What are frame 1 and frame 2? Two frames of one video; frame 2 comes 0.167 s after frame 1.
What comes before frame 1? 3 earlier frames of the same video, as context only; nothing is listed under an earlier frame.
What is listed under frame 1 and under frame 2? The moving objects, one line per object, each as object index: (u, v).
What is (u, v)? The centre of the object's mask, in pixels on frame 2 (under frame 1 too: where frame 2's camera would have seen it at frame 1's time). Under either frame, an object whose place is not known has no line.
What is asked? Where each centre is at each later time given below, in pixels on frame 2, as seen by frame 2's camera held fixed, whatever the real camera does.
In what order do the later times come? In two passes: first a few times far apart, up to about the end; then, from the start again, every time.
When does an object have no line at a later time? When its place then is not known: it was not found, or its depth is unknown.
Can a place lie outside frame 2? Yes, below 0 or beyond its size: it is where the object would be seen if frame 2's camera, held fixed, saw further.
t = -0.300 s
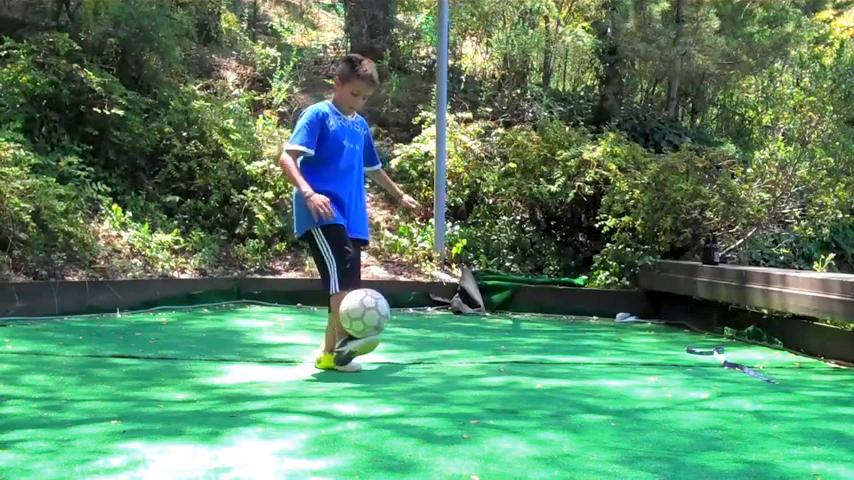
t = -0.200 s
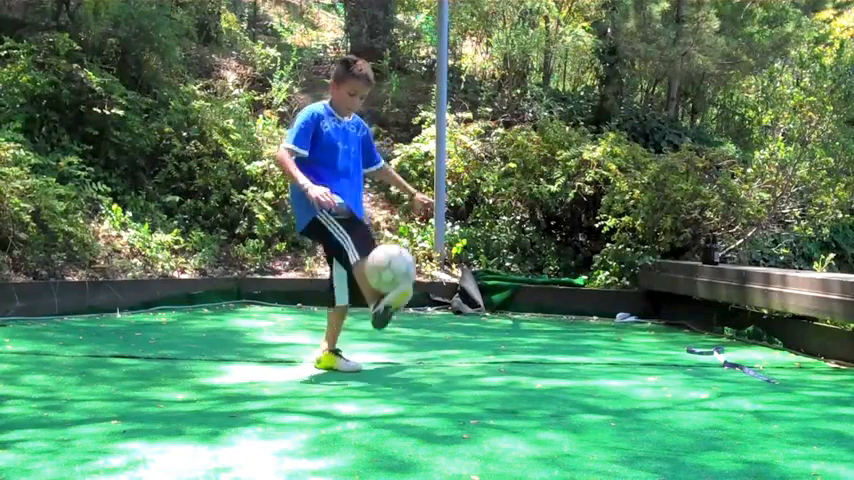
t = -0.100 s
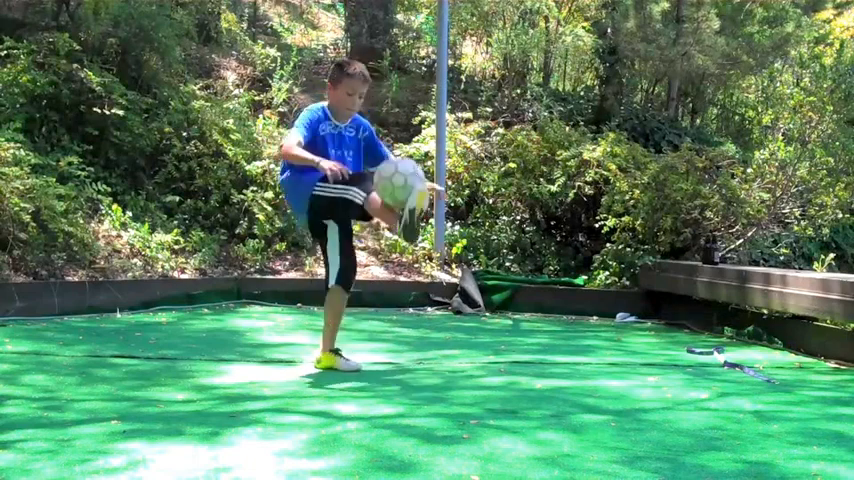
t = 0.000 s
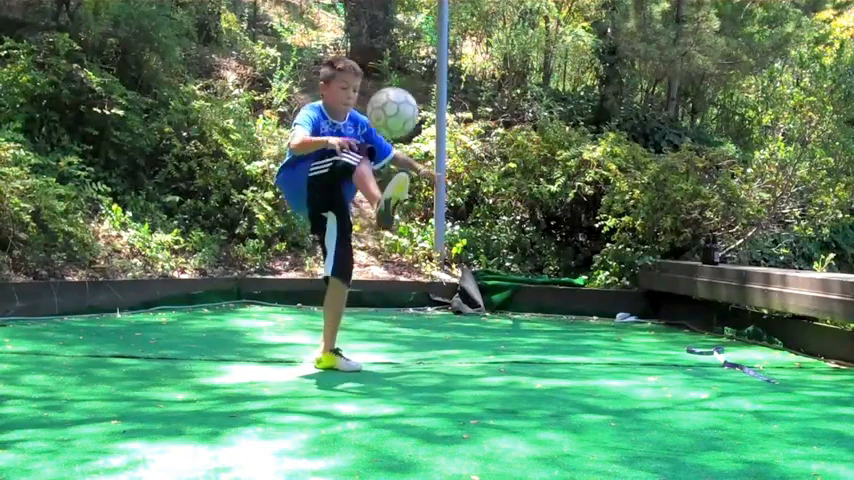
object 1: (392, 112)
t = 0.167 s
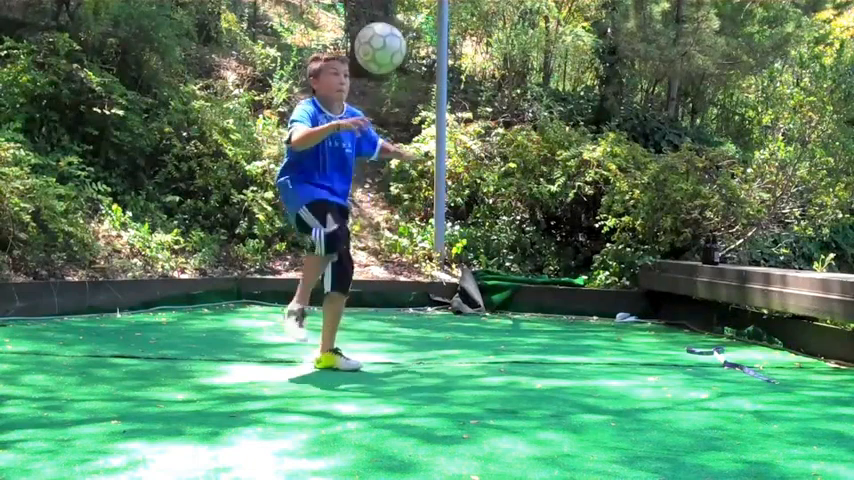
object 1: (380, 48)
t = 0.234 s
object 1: (374, 40)
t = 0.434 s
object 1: (358, 74)
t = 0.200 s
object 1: (377, 42)
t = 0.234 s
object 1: (374, 40)
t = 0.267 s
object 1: (372, 39)
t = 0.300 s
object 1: (369, 41)
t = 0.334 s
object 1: (366, 45)
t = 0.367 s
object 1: (364, 52)
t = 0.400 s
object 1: (361, 62)
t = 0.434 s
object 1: (358, 74)
